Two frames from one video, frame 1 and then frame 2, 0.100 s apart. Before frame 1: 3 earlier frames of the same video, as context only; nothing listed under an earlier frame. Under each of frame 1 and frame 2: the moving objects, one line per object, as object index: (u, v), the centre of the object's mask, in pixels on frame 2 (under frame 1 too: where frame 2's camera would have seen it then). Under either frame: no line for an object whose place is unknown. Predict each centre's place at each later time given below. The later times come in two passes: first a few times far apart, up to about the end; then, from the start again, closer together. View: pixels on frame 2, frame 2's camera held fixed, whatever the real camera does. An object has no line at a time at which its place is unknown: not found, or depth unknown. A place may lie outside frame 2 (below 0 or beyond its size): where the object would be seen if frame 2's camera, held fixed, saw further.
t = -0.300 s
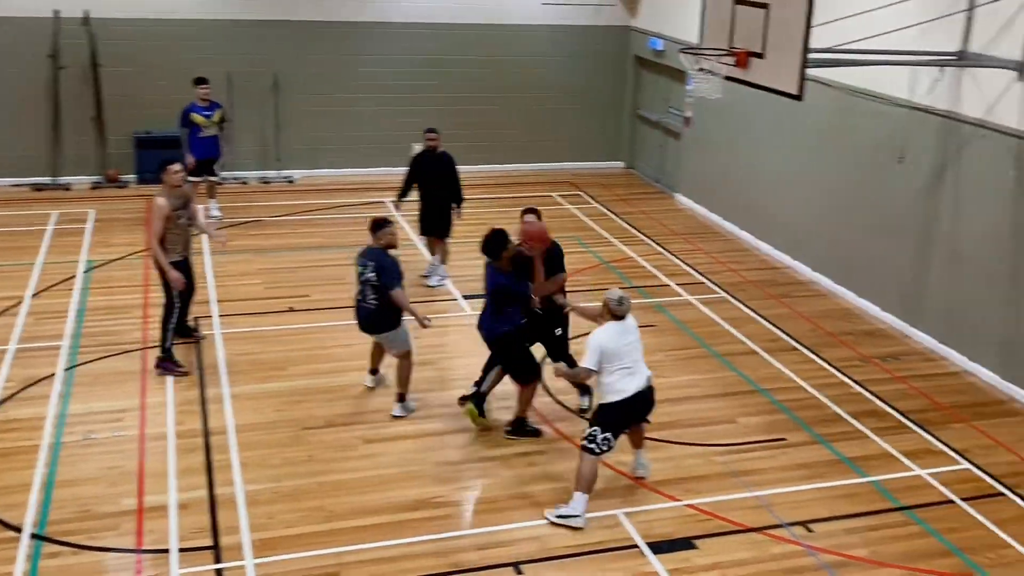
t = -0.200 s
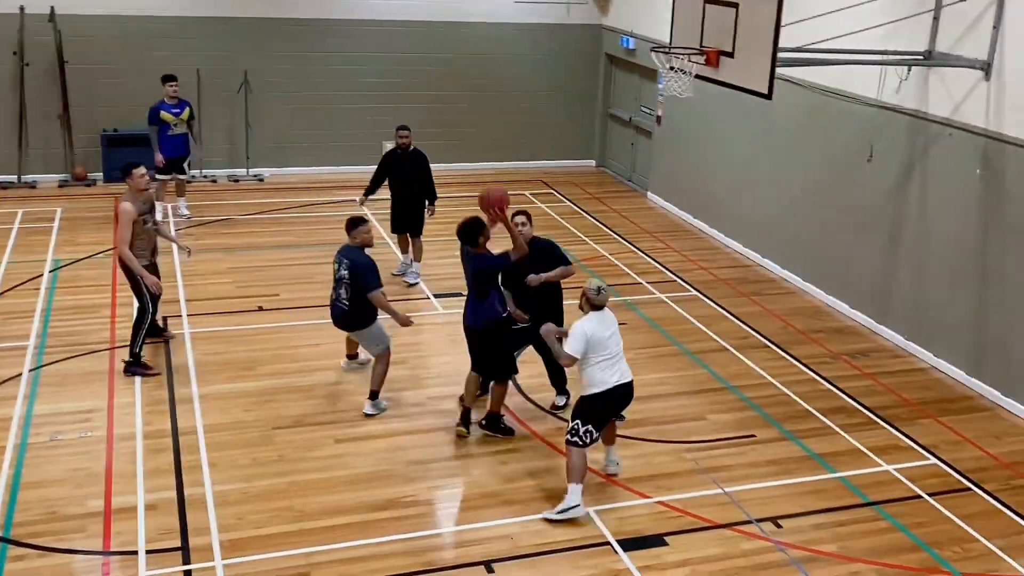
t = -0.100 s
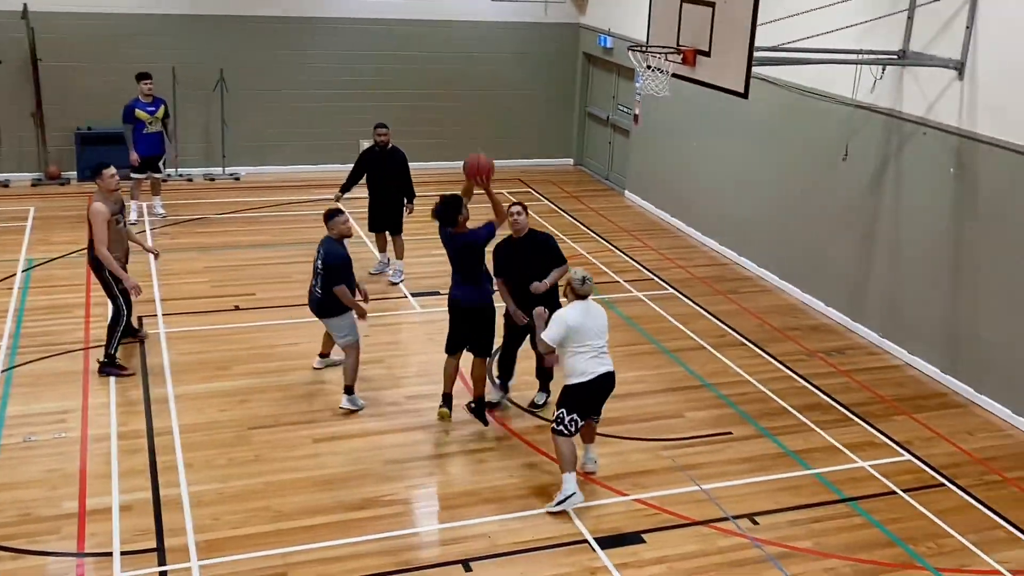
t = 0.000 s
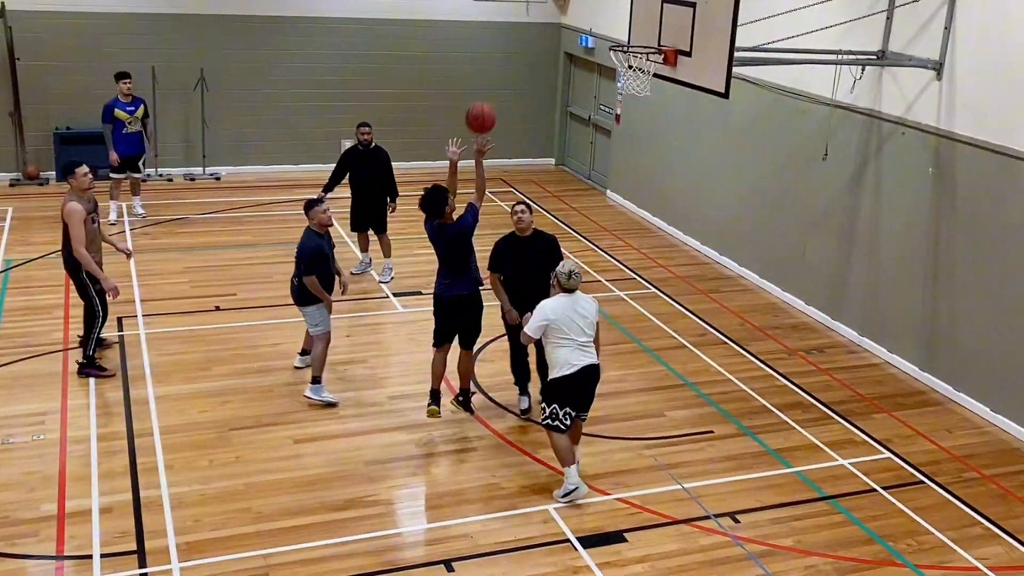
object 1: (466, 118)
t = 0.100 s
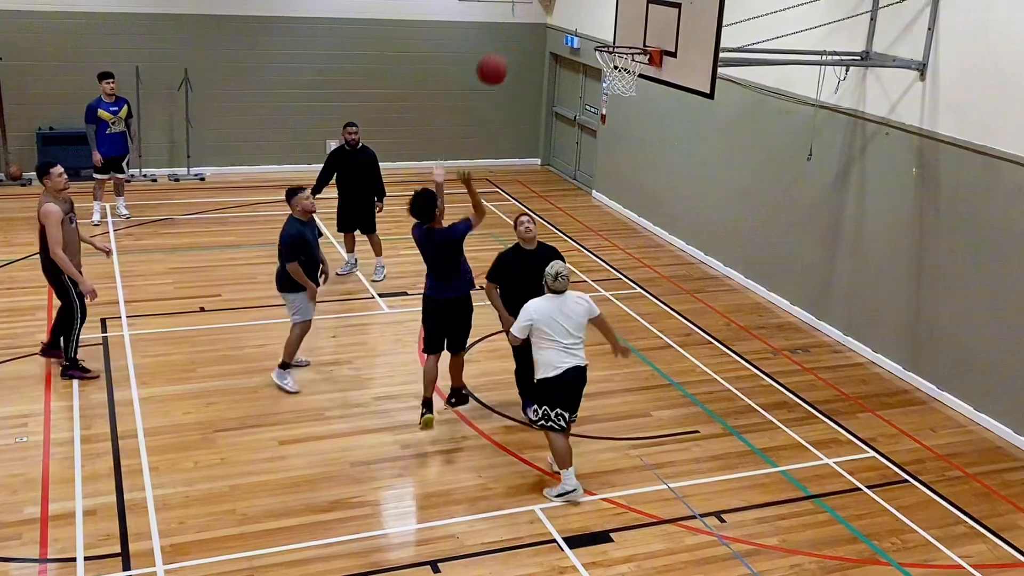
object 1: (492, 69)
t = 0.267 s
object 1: (529, 18)
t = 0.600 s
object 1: (591, 25)
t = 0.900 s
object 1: (637, 27)
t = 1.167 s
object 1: (641, 36)
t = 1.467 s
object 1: (611, 45)
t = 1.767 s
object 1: (627, 75)
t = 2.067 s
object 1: (619, 97)
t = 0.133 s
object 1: (499, 57)
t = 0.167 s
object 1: (507, 45)
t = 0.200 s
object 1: (515, 35)
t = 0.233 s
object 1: (522, 26)
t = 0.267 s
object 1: (529, 18)
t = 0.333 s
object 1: (543, 10)
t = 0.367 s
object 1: (550, 9)
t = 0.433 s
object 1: (562, 7)
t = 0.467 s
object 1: (568, 8)
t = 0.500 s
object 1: (574, 10)
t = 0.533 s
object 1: (580, 14)
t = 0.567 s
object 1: (586, 19)
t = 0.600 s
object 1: (591, 25)
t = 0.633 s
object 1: (597, 33)
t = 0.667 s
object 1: (602, 34)
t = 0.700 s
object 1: (607, 33)
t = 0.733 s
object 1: (613, 33)
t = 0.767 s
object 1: (618, 34)
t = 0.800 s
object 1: (623, 37)
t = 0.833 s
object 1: (628, 32)
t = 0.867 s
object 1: (632, 29)
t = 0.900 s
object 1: (637, 27)
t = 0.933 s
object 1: (641, 27)
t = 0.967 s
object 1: (647, 27)
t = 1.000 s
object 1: (649, 28)
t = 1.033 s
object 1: (647, 29)
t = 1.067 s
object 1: (647, 31)
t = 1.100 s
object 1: (645, 34)
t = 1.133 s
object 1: (644, 38)
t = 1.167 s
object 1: (641, 36)
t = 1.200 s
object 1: (638, 36)
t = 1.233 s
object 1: (635, 36)
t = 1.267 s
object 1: (632, 38)
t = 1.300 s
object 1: (629, 40)
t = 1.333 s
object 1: (625, 41)
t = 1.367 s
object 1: (621, 41)
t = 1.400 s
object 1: (617, 42)
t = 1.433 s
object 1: (613, 45)
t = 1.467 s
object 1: (611, 45)
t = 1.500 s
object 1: (610, 47)
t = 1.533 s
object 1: (609, 50)
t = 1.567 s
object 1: (610, 52)
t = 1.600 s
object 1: (612, 55)
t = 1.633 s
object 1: (613, 59)
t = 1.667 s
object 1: (617, 64)
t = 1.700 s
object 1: (620, 67)
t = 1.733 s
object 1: (622, 68)
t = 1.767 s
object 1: (627, 75)
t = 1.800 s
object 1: (629, 77)
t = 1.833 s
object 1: (629, 78)
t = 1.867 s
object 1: (628, 79)
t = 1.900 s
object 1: (627, 80)
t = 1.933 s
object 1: (625, 85)
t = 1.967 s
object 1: (626, 93)
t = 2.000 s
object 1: (623, 93)
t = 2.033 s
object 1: (621, 95)
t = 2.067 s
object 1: (619, 97)
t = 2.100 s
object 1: (616, 99)
